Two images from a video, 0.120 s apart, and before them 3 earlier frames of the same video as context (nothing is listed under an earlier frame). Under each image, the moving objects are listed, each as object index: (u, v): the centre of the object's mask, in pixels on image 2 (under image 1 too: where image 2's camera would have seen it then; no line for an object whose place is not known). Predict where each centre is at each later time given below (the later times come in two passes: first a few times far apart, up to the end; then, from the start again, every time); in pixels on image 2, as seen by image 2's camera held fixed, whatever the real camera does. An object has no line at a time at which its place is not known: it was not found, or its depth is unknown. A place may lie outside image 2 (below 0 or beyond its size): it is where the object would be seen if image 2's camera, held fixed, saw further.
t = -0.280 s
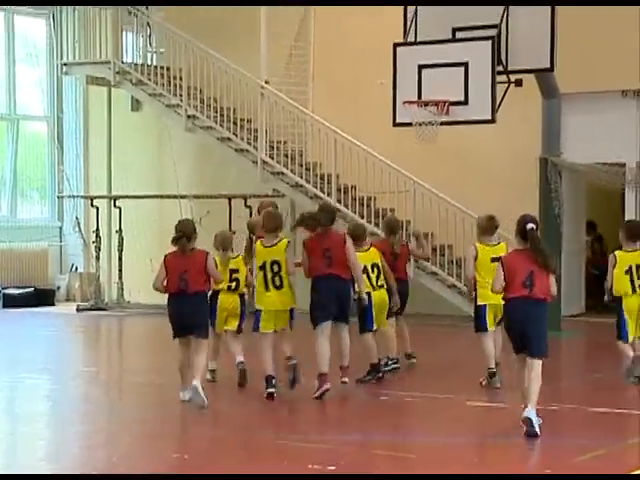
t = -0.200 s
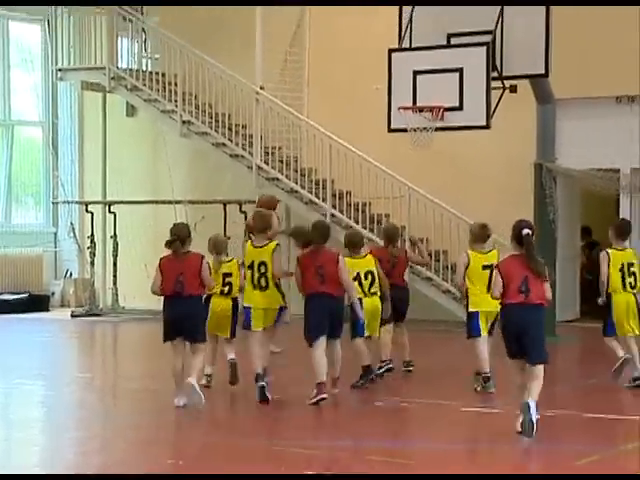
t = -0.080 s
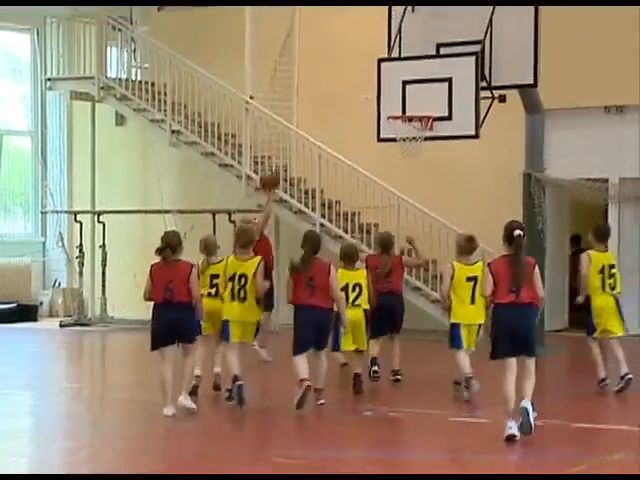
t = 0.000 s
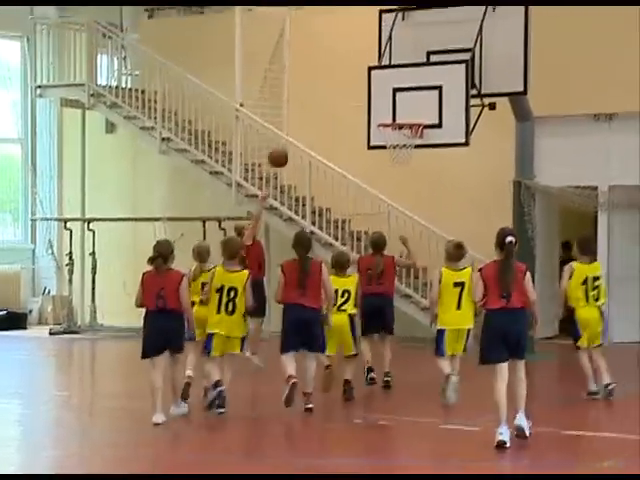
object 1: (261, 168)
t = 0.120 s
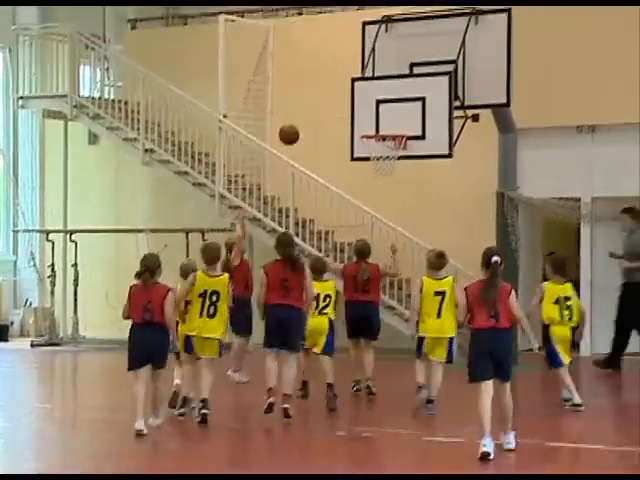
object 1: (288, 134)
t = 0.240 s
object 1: (316, 113)
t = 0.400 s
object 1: (352, 106)
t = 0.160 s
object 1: (297, 125)
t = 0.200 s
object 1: (307, 118)
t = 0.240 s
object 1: (316, 113)
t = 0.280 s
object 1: (325, 109)
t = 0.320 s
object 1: (334, 106)
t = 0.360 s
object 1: (343, 105)
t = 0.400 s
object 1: (352, 106)
